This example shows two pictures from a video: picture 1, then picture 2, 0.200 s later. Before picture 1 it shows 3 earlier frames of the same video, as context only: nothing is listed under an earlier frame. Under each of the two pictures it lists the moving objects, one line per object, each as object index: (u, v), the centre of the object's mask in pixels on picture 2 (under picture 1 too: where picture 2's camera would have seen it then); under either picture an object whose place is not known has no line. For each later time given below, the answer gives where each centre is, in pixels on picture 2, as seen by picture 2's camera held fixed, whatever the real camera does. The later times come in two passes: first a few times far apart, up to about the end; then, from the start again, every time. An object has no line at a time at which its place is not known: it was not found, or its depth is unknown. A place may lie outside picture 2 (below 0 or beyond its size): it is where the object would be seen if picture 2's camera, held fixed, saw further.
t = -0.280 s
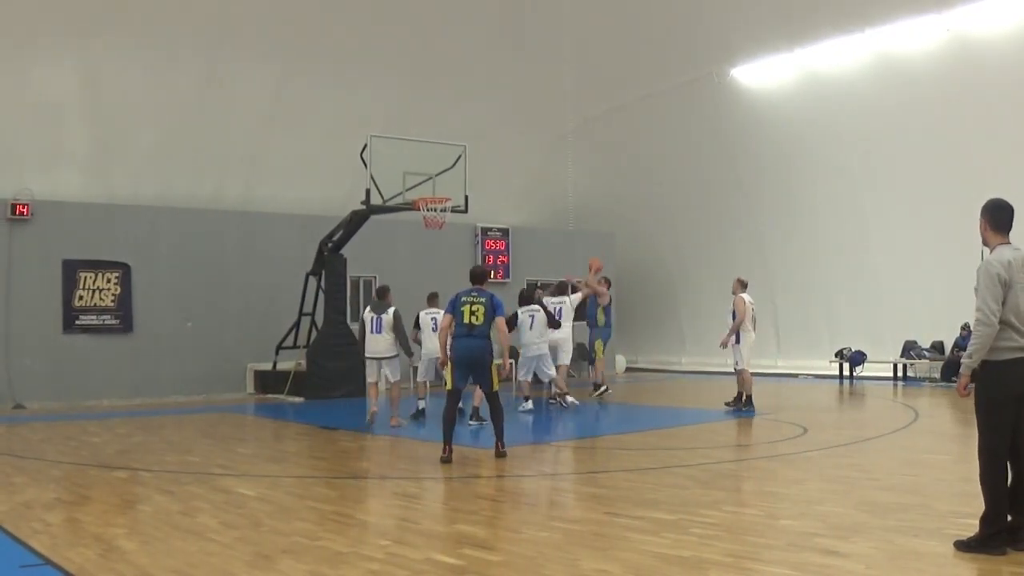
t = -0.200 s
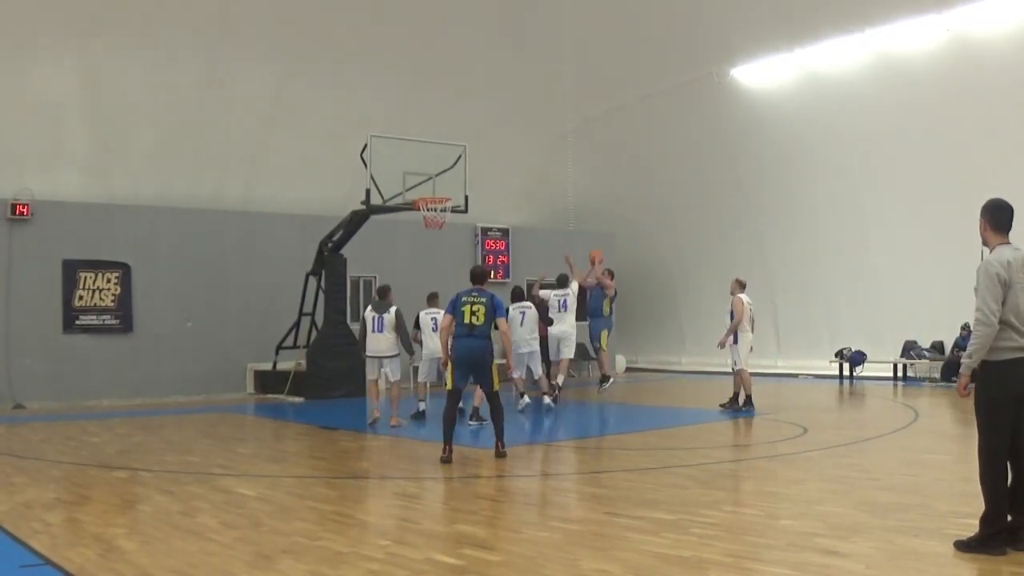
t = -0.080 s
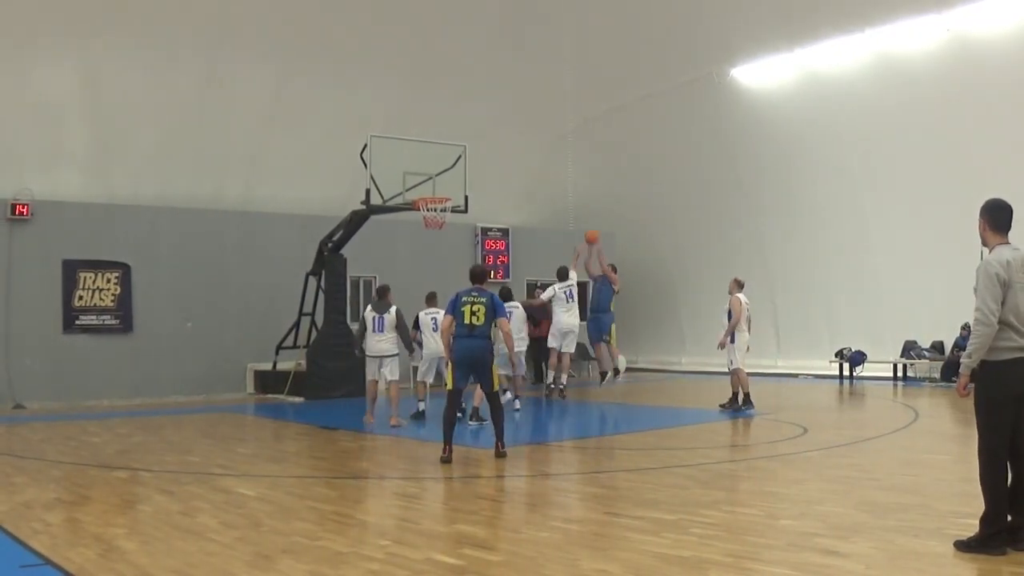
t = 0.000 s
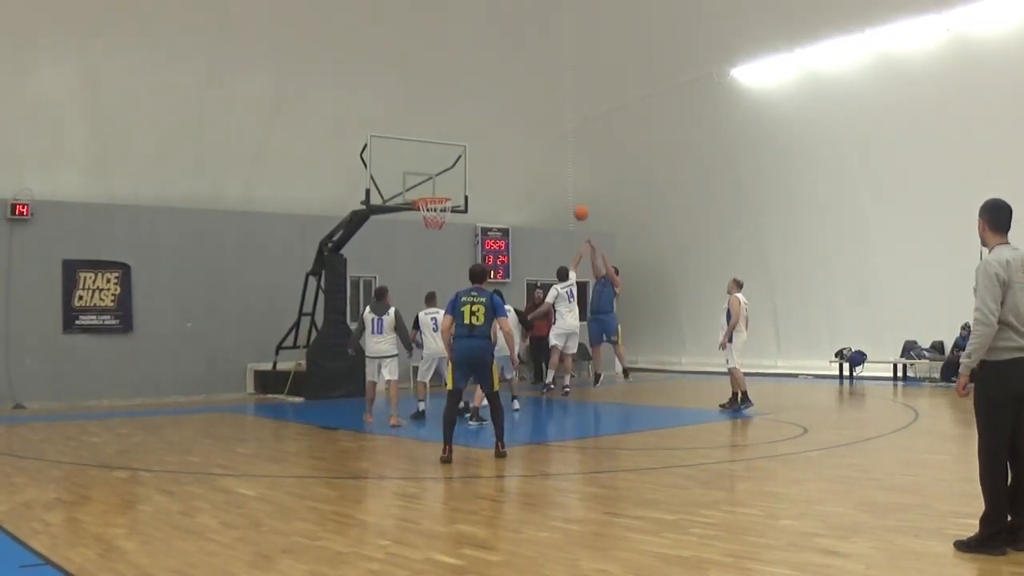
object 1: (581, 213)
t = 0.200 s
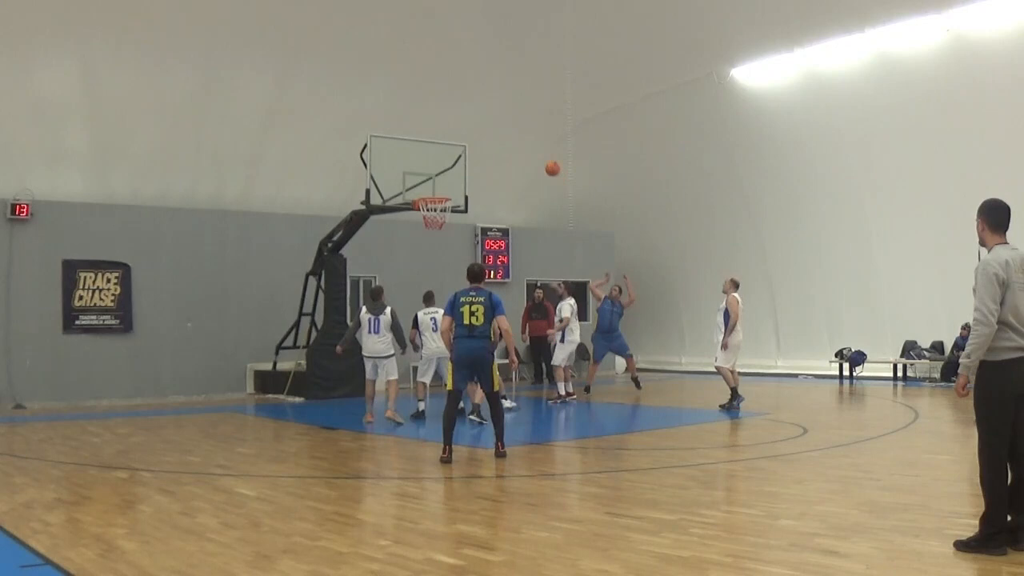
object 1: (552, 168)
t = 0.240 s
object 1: (547, 162)
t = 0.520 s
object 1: (506, 145)
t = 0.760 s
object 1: (470, 170)
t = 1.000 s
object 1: (472, 181)
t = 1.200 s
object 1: (500, 186)
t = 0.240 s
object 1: (547, 162)
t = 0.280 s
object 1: (541, 157)
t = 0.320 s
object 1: (535, 152)
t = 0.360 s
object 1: (529, 149)
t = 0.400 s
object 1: (524, 146)
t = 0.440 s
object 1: (518, 145)
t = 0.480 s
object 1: (512, 145)
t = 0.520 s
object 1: (506, 145)
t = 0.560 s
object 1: (500, 147)
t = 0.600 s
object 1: (494, 149)
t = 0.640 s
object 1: (488, 153)
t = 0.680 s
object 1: (482, 157)
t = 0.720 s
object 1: (476, 163)
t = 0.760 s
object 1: (470, 170)
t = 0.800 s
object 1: (464, 178)
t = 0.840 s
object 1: (458, 187)
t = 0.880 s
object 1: (457, 191)
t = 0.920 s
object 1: (462, 187)
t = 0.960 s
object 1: (467, 183)
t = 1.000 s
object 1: (472, 181)
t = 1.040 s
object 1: (477, 180)
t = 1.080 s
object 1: (483, 180)
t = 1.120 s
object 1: (489, 181)
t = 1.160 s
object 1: (494, 183)
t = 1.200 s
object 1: (500, 186)
